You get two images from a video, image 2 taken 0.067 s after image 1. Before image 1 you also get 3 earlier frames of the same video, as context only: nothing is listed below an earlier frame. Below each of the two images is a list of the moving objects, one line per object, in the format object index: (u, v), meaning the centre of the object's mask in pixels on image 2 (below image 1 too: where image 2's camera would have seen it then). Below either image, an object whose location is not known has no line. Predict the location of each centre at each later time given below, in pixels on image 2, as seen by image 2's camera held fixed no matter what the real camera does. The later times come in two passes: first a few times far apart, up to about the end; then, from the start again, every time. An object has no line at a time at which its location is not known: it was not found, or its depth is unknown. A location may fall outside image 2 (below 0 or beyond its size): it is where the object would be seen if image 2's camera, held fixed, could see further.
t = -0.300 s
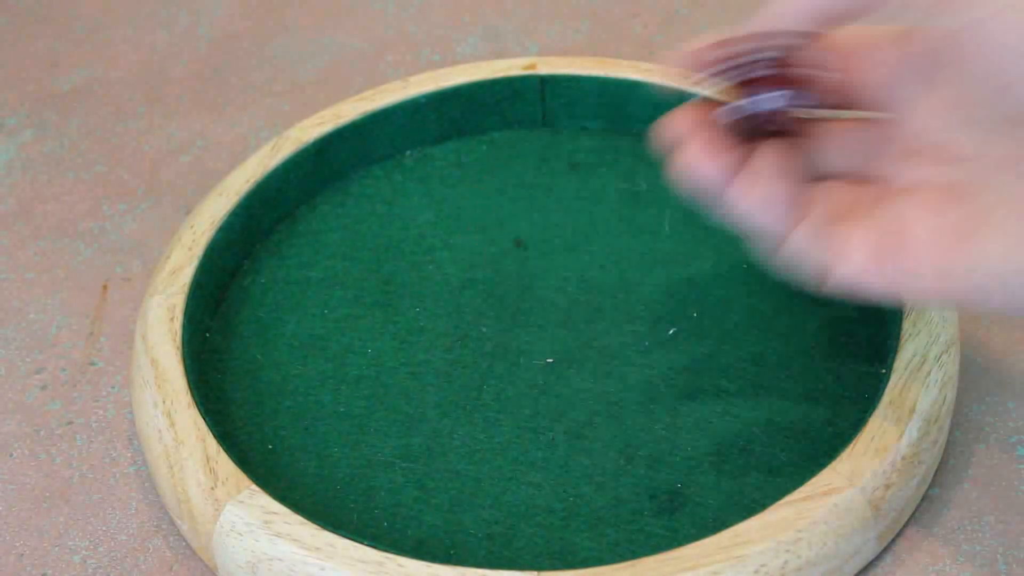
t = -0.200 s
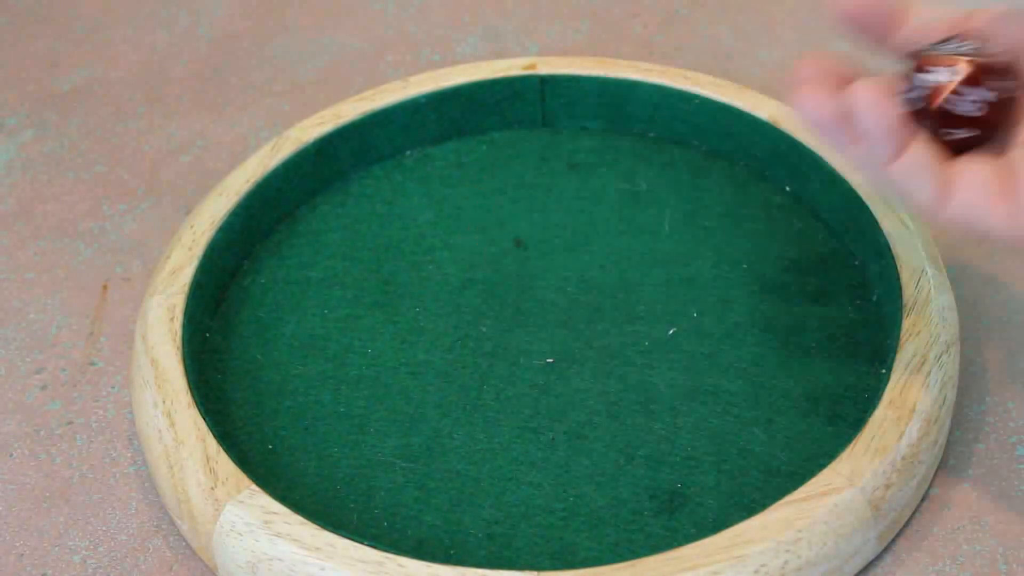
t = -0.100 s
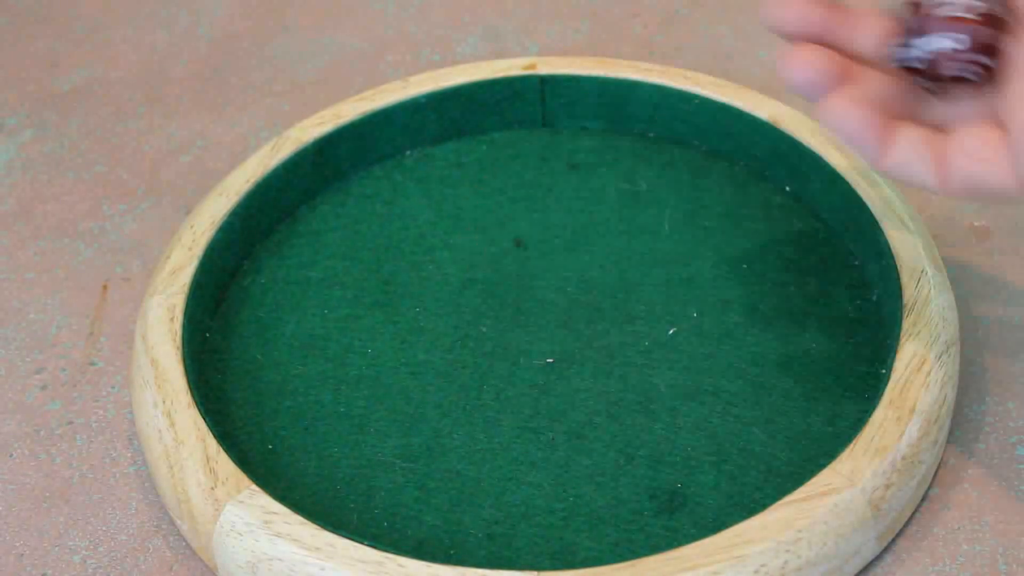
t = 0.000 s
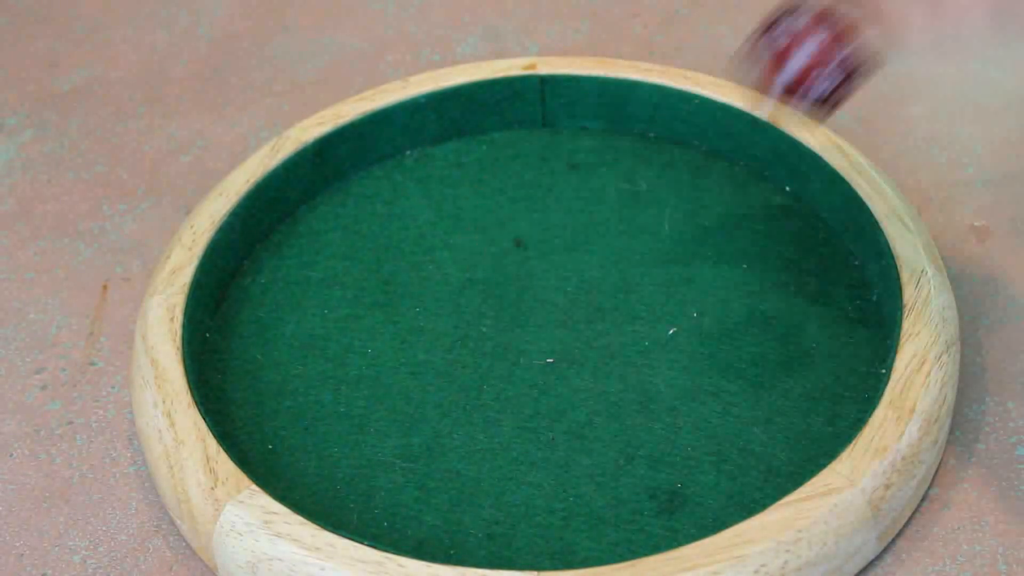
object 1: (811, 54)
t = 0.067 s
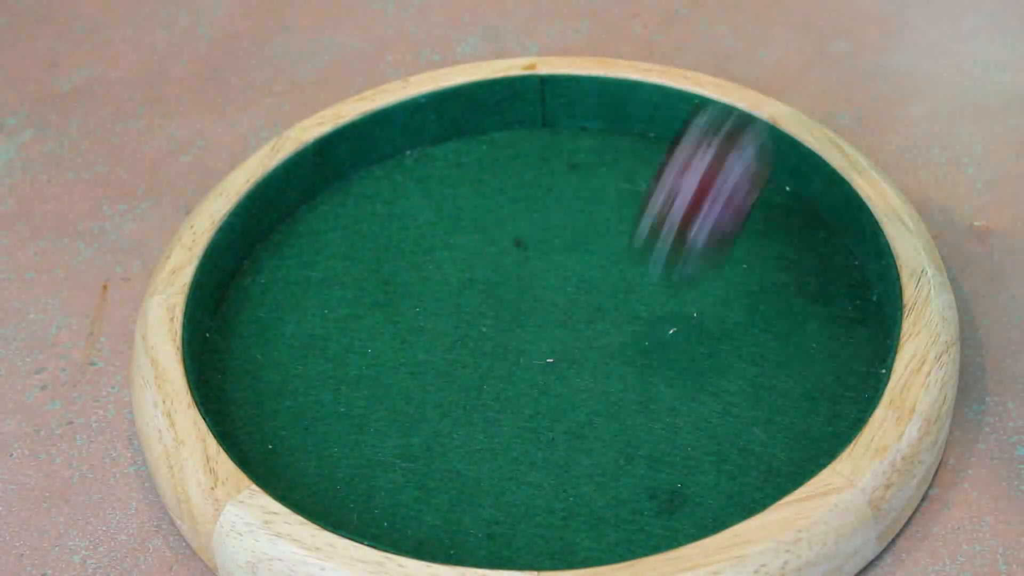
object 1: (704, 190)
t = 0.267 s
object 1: (424, 266)
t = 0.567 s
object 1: (312, 216)
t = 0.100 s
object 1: (655, 278)
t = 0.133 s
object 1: (604, 296)
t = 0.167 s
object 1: (553, 297)
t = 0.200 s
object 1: (510, 271)
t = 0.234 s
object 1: (467, 264)
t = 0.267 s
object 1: (424, 266)
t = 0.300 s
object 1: (387, 246)
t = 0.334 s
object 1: (358, 240)
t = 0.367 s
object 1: (334, 225)
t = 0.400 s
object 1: (314, 212)
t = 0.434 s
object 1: (312, 208)
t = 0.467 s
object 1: (317, 212)
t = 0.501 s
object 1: (319, 213)
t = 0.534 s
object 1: (317, 213)
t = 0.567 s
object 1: (312, 216)
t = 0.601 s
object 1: (303, 214)
